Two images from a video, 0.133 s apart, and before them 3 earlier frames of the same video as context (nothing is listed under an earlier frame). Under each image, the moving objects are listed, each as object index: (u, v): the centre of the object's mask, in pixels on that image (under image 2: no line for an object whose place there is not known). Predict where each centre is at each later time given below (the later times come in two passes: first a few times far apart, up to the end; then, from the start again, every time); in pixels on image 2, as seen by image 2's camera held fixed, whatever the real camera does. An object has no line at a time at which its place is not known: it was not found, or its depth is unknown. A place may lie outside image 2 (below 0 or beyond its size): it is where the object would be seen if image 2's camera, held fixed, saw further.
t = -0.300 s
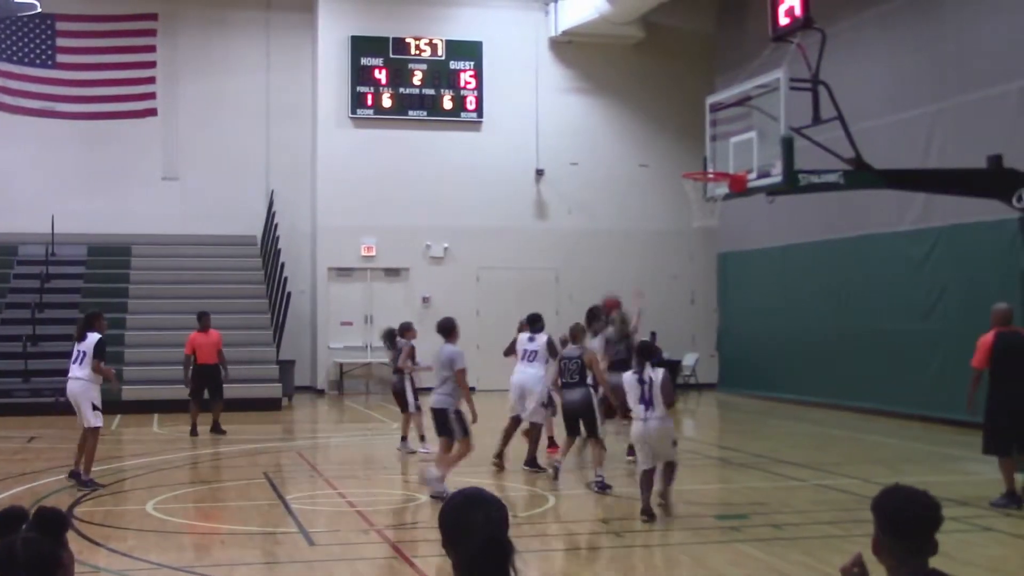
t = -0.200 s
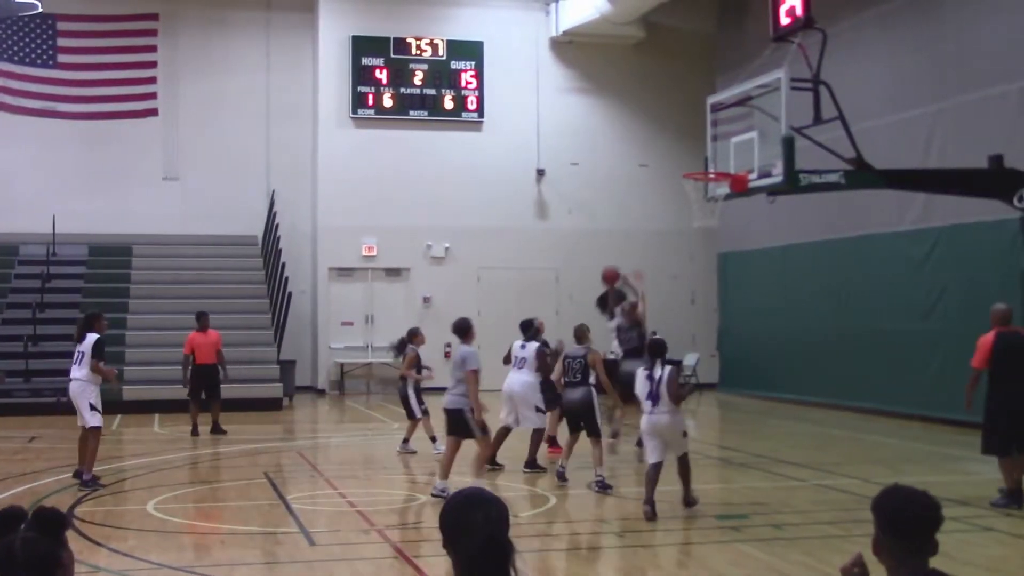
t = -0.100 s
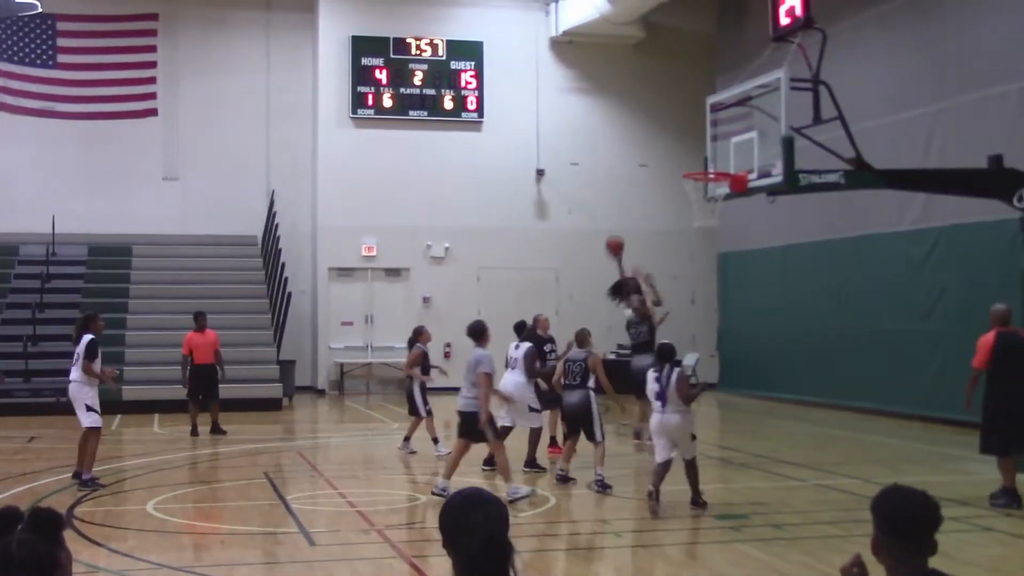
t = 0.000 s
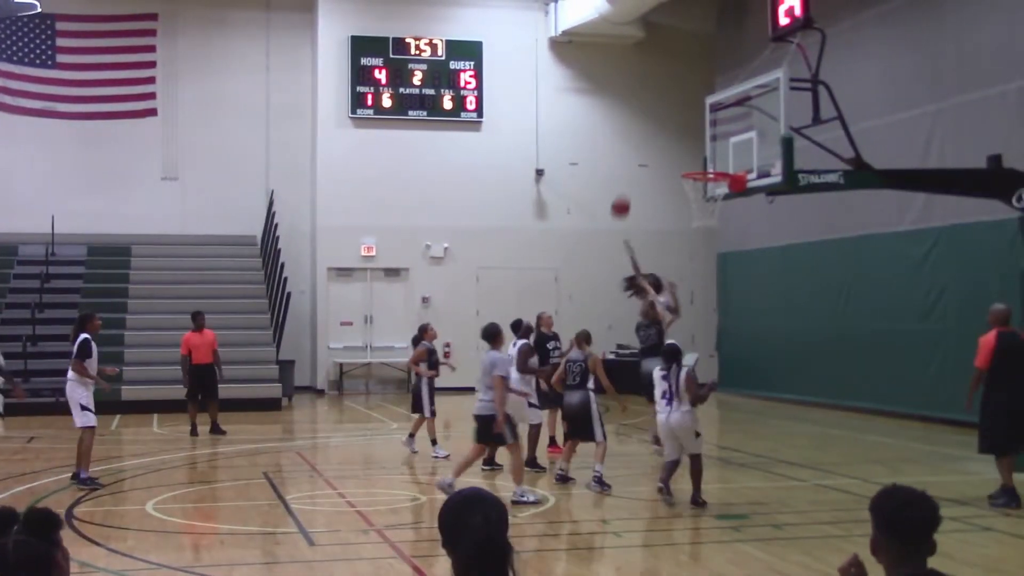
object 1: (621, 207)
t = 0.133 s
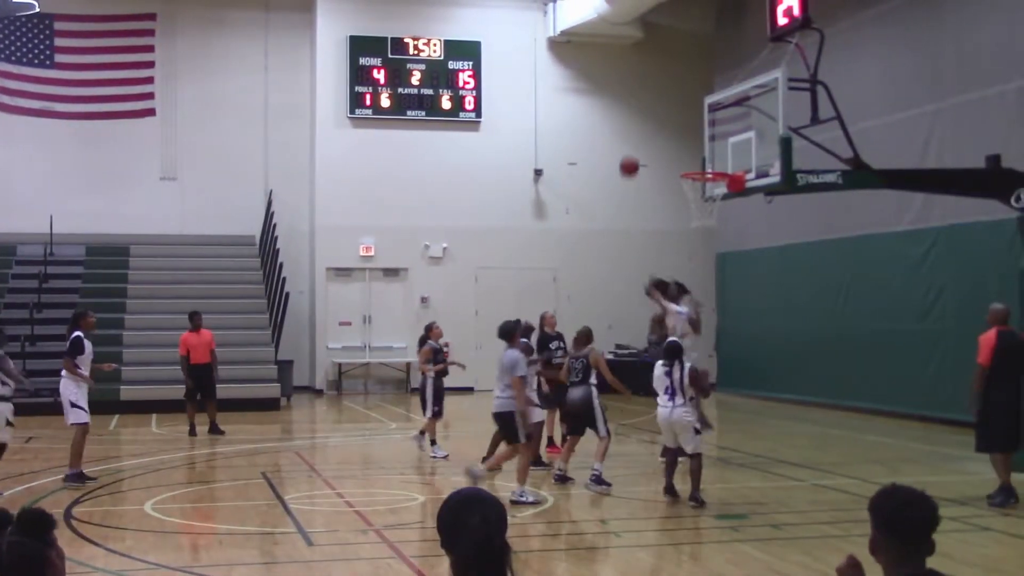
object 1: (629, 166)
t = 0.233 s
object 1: (637, 146)
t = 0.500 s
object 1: (660, 128)
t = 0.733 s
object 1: (682, 166)
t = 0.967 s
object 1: (655, 131)
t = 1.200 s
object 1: (626, 144)
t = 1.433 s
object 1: (597, 210)
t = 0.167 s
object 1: (632, 159)
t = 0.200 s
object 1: (634, 152)
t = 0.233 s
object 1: (637, 146)
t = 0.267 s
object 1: (640, 140)
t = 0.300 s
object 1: (643, 136)
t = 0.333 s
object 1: (646, 132)
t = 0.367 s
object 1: (649, 129)
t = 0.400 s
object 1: (651, 128)
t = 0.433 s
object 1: (654, 127)
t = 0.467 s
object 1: (657, 126)
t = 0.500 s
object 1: (660, 128)
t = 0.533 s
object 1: (663, 130)
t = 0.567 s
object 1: (666, 133)
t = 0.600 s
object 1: (668, 138)
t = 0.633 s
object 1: (672, 143)
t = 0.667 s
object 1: (675, 150)
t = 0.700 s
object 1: (679, 158)
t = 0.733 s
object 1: (682, 166)
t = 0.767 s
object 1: (679, 163)
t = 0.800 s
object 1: (675, 155)
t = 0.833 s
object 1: (671, 148)
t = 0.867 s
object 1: (667, 142)
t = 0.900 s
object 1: (663, 137)
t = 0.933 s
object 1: (659, 134)
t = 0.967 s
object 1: (655, 131)
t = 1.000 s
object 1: (651, 130)
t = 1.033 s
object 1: (646, 130)
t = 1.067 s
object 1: (642, 130)
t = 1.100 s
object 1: (638, 132)
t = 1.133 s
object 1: (635, 134)
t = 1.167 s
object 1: (630, 139)
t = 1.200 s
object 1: (626, 144)
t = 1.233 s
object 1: (622, 149)
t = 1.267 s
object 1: (618, 157)
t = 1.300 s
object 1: (613, 165)
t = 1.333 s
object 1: (610, 174)
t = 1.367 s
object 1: (606, 185)
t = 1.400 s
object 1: (601, 196)
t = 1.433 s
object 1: (597, 210)
